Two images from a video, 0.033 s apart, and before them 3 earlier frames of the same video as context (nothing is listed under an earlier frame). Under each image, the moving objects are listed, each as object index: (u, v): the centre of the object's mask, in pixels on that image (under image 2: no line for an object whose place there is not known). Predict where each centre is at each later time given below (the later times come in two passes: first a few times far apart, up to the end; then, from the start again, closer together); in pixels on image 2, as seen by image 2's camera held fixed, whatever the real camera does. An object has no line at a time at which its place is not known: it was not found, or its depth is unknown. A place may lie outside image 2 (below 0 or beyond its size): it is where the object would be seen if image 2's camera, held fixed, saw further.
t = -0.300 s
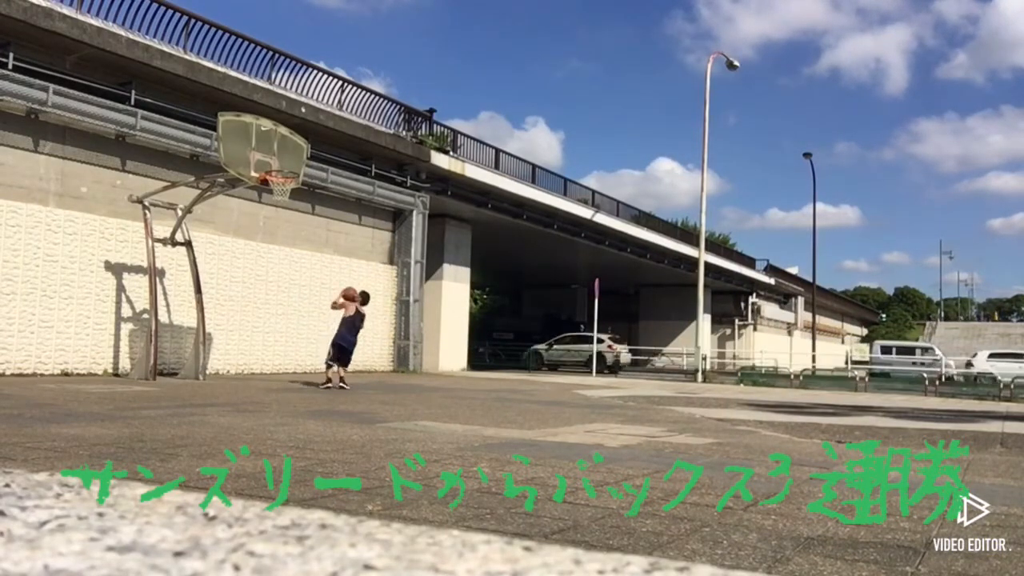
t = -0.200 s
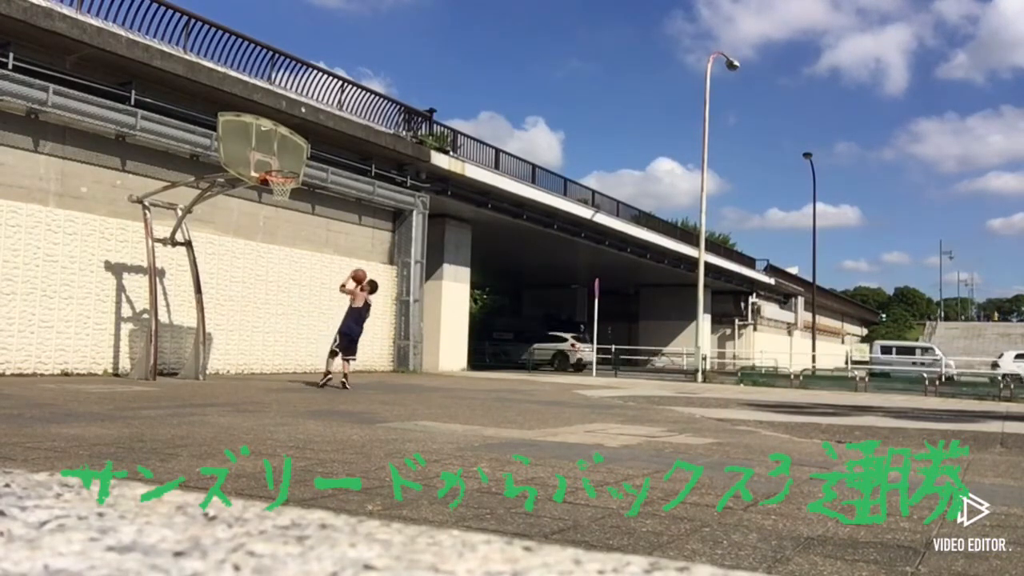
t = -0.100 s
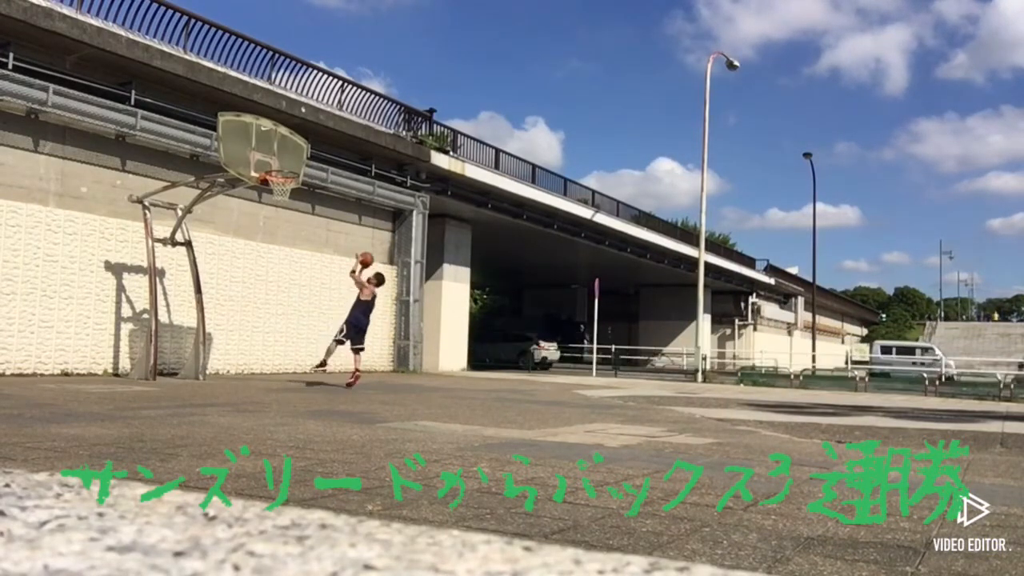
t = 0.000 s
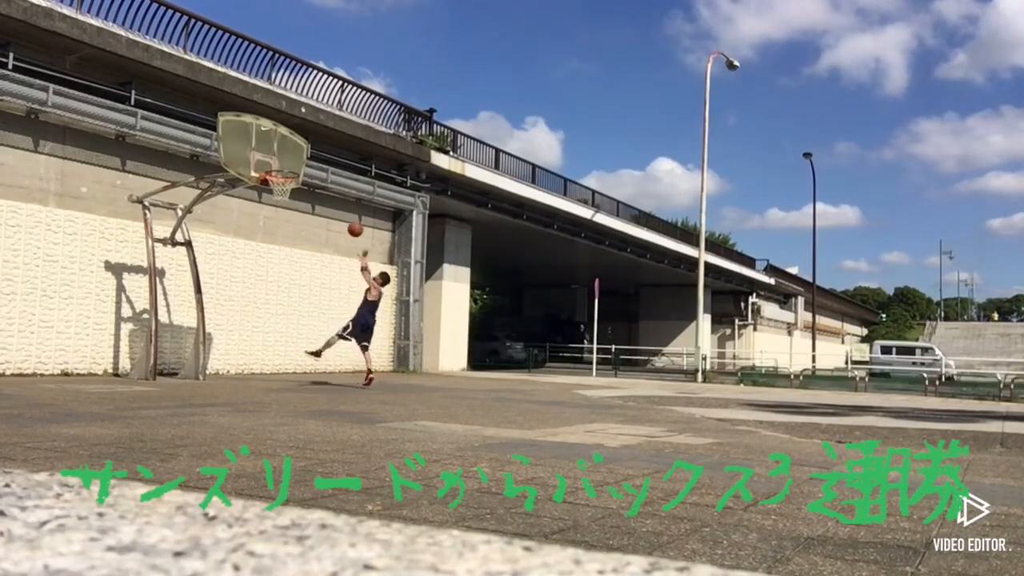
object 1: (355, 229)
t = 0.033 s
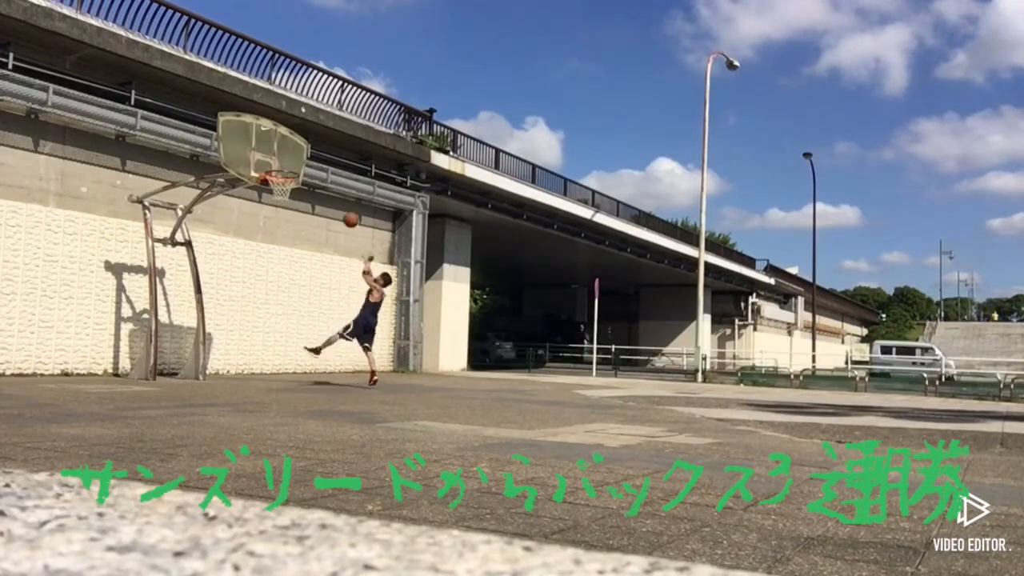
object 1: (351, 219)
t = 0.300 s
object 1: (311, 169)
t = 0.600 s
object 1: (309, 174)
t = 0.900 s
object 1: (305, 239)
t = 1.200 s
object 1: (296, 371)
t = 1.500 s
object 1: (308, 277)
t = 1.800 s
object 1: (319, 224)
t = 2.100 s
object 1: (326, 234)
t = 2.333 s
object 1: (328, 288)
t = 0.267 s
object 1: (316, 173)
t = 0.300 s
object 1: (311, 169)
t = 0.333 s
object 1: (309, 166)
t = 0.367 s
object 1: (309, 165)
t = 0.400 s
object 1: (309, 165)
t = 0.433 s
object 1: (310, 164)
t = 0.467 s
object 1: (310, 165)
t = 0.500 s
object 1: (309, 166)
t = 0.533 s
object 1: (309, 168)
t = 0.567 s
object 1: (309, 170)
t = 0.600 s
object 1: (309, 174)
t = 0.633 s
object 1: (308, 178)
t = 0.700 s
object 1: (309, 188)
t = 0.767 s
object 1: (307, 202)
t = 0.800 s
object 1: (306, 211)
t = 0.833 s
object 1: (306, 219)
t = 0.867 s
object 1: (305, 229)
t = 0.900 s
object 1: (305, 239)
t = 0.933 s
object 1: (304, 250)
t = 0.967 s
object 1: (304, 262)
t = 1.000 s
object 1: (303, 275)
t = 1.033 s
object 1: (302, 289)
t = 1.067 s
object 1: (301, 303)
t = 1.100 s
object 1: (300, 319)
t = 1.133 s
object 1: (299, 335)
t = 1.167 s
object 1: (297, 353)
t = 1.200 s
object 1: (296, 371)
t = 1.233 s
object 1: (295, 382)
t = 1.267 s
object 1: (297, 366)
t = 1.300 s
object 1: (299, 351)
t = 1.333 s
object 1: (301, 336)
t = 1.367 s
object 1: (302, 323)
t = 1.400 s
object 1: (304, 310)
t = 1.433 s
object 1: (305, 298)
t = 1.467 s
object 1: (307, 287)
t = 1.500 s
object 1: (308, 277)
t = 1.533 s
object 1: (310, 268)
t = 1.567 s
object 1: (311, 259)
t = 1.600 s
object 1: (312, 252)
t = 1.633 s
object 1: (314, 245)
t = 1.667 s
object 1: (315, 239)
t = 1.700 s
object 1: (316, 234)
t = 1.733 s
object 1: (317, 229)
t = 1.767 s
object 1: (318, 226)
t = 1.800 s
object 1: (319, 224)
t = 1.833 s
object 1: (320, 222)
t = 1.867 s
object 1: (320, 221)
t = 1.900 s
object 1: (321, 220)
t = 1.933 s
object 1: (322, 221)
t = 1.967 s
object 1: (323, 222)
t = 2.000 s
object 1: (324, 223)
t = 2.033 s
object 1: (324, 226)
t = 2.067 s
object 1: (325, 230)
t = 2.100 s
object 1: (326, 234)
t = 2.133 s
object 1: (326, 240)
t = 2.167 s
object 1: (326, 246)
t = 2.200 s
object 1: (327, 253)
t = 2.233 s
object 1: (327, 260)
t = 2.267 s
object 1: (328, 269)
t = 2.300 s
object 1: (328, 278)
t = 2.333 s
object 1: (328, 288)
